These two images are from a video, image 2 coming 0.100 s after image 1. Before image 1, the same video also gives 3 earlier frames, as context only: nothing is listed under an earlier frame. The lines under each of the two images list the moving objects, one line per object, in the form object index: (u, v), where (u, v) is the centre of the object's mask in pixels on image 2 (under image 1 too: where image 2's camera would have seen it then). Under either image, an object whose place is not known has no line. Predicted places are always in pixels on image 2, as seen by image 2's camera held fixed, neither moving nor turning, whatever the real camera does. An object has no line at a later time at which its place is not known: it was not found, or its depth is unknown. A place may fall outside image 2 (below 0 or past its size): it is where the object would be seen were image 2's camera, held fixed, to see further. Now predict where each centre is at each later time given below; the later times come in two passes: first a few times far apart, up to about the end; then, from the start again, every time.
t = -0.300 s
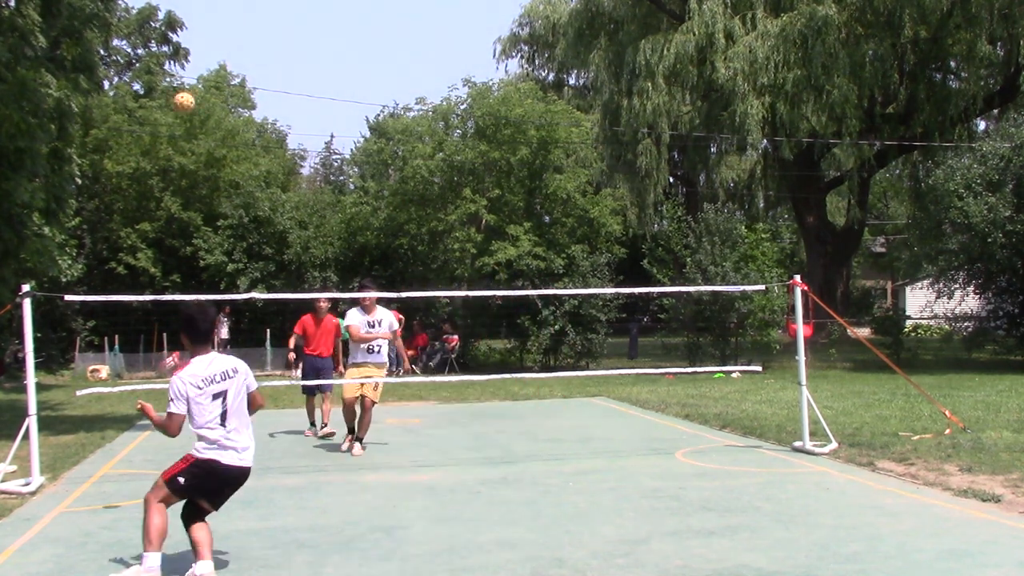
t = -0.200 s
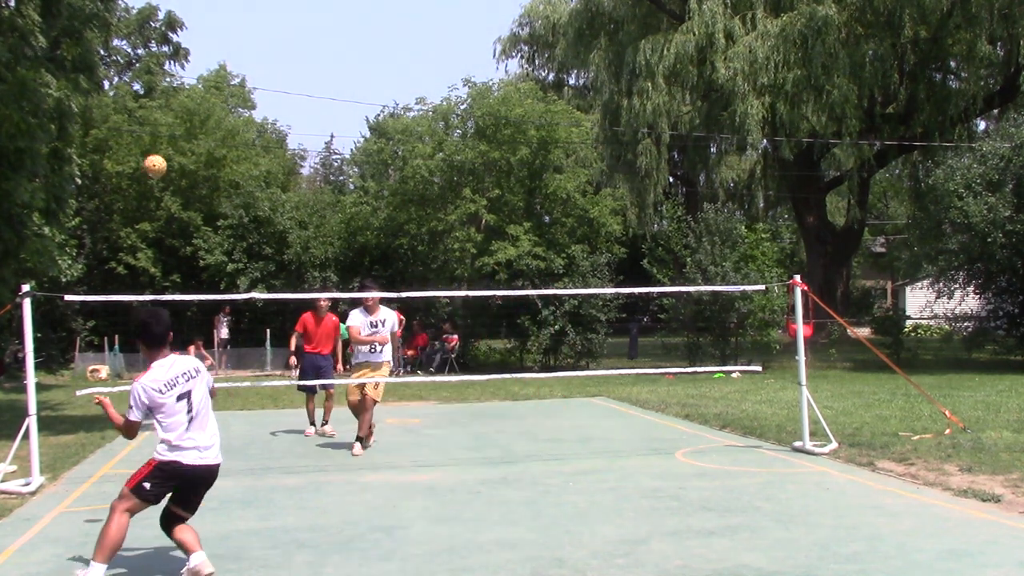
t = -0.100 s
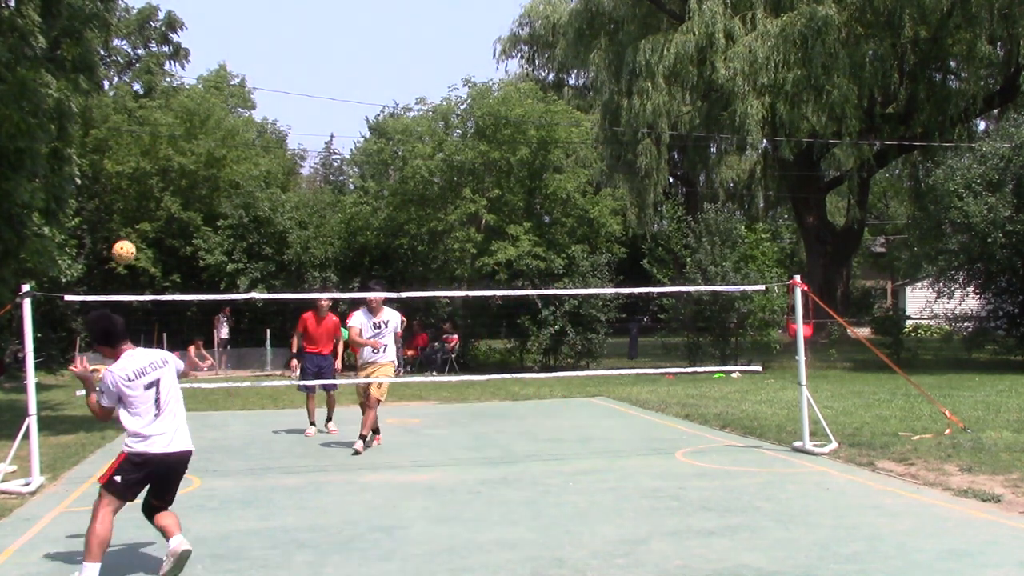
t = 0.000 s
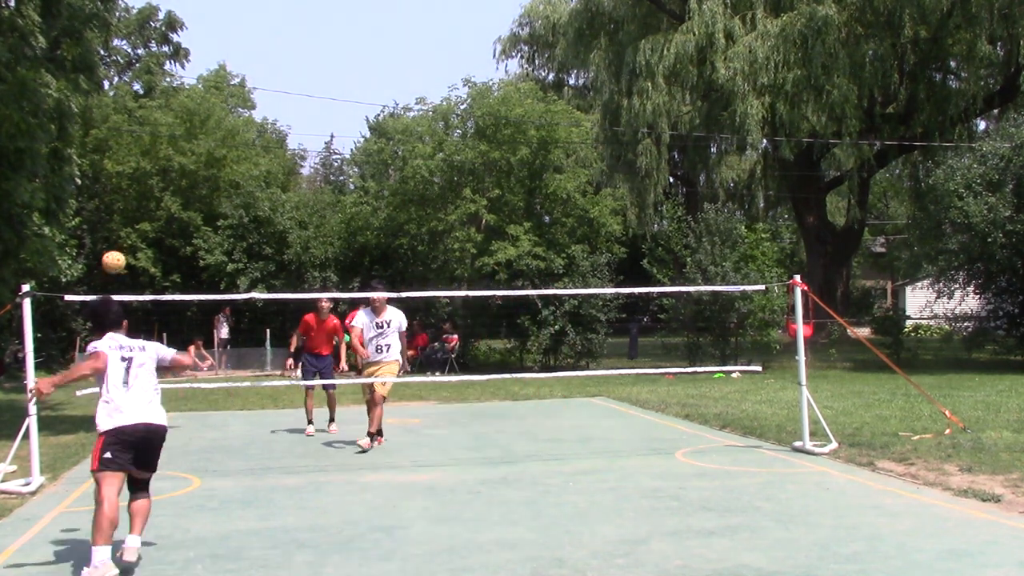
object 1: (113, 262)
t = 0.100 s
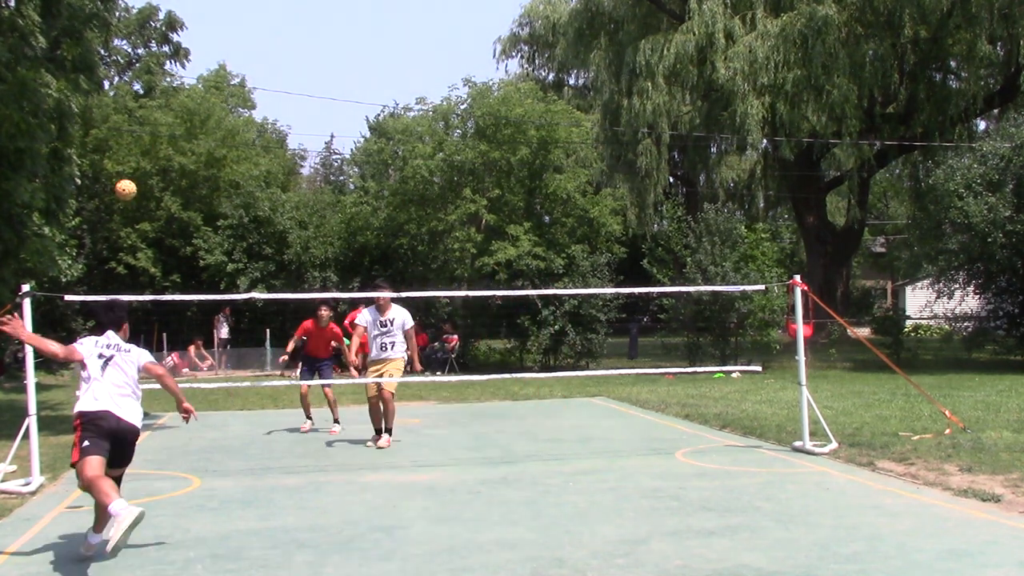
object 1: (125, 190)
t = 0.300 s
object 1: (143, 115)
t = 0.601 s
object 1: (158, 117)
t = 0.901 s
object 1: (168, 199)
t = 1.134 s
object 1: (175, 302)
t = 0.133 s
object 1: (129, 171)
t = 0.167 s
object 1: (132, 156)
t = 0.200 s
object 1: (135, 142)
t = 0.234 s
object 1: (138, 132)
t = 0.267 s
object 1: (140, 123)
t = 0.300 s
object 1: (143, 115)
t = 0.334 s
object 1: (145, 111)
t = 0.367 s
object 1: (147, 106)
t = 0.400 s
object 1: (149, 104)
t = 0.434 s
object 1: (151, 103)
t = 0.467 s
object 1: (152, 103)
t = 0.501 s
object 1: (154, 105)
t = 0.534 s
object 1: (156, 108)
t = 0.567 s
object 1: (158, 112)
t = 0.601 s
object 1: (158, 117)
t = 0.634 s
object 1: (160, 122)
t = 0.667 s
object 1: (161, 130)
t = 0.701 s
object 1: (162, 138)
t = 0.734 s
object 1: (164, 147)
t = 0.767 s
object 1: (165, 156)
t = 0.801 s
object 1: (166, 166)
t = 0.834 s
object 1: (167, 177)
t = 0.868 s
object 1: (168, 188)
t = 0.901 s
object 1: (168, 199)
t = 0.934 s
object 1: (170, 213)
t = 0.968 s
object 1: (171, 226)
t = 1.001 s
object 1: (172, 240)
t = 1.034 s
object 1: (172, 255)
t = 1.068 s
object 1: (174, 269)
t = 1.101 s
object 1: (174, 284)
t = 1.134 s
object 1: (175, 302)
